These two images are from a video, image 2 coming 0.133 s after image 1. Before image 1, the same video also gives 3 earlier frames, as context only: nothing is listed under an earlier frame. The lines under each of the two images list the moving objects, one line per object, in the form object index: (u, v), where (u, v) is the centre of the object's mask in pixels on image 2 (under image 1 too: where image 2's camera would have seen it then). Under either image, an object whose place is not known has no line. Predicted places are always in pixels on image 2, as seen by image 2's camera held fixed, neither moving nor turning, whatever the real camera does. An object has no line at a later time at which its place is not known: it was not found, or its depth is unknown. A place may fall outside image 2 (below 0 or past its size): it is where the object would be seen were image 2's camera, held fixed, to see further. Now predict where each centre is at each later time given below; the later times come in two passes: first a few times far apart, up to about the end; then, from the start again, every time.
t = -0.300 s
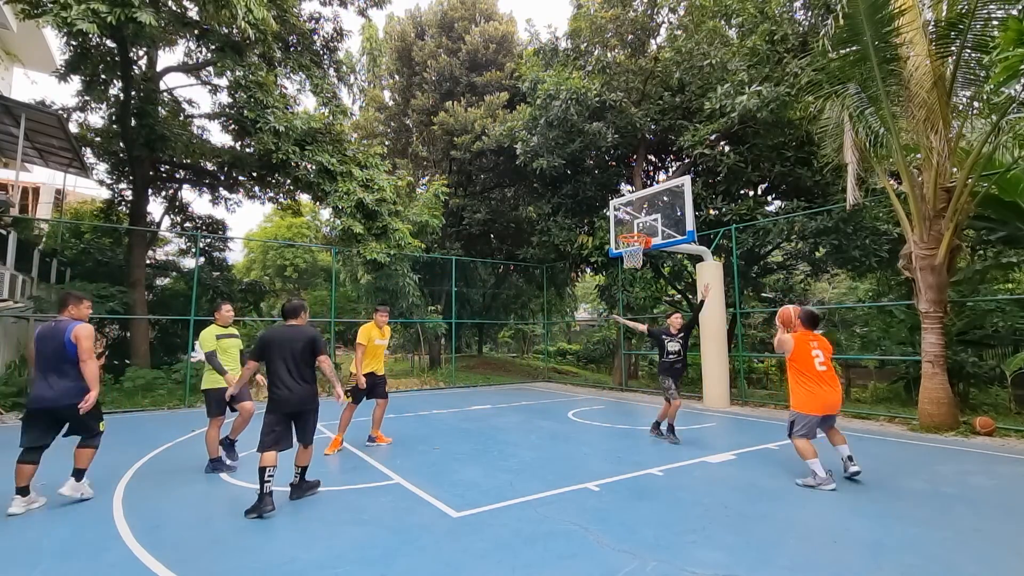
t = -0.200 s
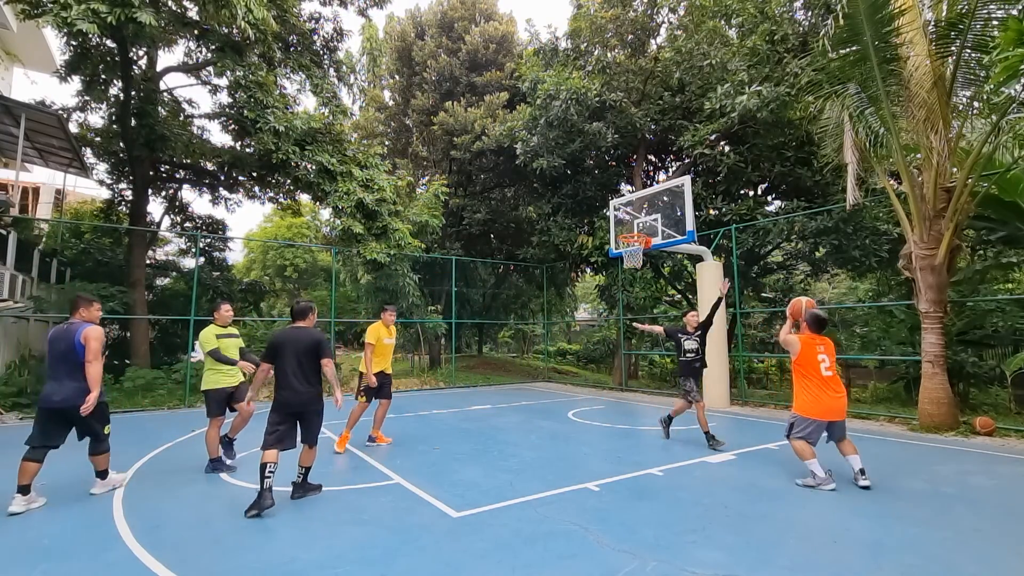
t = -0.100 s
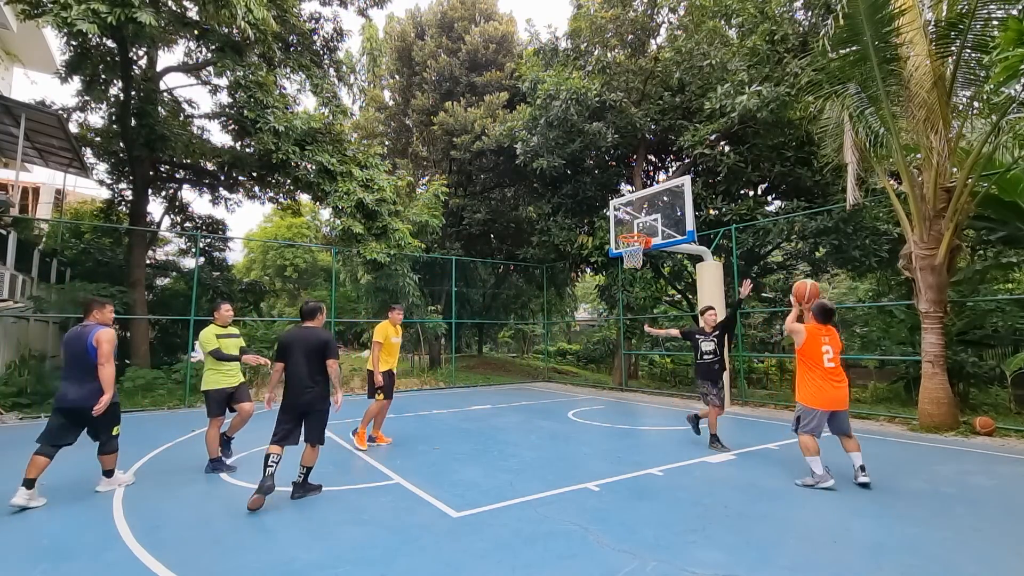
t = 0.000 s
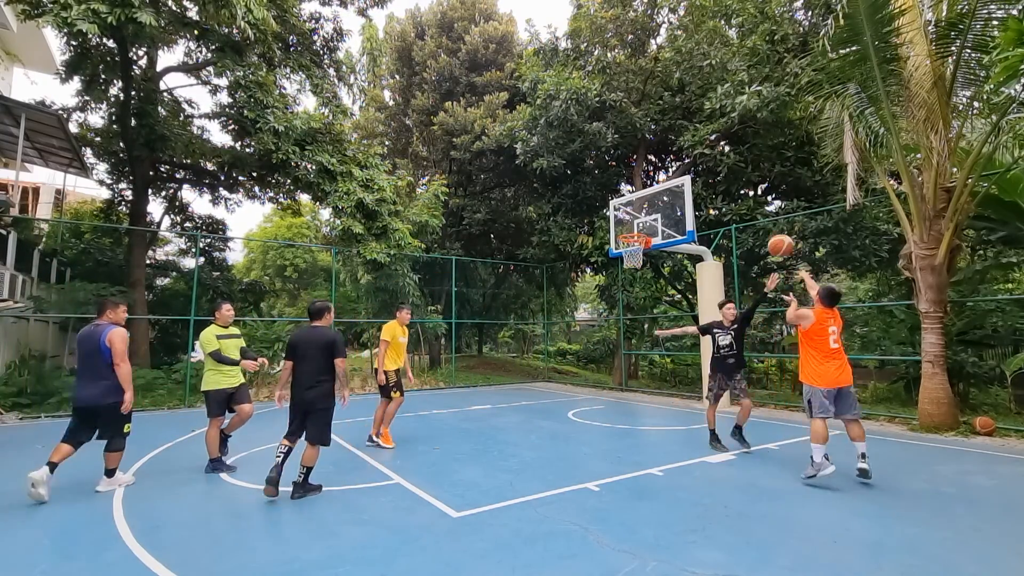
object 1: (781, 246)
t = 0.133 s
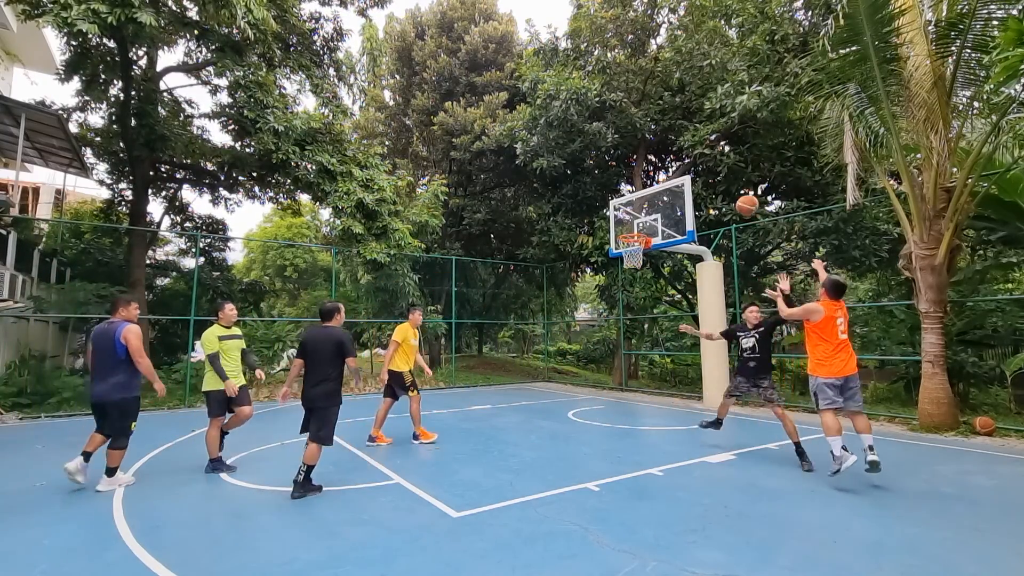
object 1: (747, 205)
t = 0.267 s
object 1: (721, 185)
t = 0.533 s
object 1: (683, 188)
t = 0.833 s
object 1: (646, 227)
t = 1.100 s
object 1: (619, 216)
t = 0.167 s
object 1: (740, 199)
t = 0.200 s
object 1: (733, 193)
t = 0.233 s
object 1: (727, 188)
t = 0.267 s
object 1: (721, 185)
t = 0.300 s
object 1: (716, 183)
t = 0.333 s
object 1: (711, 181)
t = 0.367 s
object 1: (705, 181)
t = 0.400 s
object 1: (701, 181)
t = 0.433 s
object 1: (696, 181)
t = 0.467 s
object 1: (691, 182)
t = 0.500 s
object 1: (687, 184)
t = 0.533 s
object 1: (683, 188)
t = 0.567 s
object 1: (679, 191)
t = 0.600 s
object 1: (675, 194)
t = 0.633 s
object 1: (672, 200)
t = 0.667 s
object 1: (669, 205)
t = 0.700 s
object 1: (665, 208)
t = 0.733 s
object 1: (660, 211)
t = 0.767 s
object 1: (656, 216)
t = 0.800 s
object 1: (650, 220)
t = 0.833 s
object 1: (646, 227)
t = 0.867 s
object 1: (642, 226)
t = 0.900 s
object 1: (639, 224)
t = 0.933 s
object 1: (636, 220)
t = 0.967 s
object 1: (632, 218)
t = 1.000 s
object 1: (628, 216)
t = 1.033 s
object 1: (624, 216)
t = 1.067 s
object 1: (622, 216)
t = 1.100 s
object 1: (619, 216)
